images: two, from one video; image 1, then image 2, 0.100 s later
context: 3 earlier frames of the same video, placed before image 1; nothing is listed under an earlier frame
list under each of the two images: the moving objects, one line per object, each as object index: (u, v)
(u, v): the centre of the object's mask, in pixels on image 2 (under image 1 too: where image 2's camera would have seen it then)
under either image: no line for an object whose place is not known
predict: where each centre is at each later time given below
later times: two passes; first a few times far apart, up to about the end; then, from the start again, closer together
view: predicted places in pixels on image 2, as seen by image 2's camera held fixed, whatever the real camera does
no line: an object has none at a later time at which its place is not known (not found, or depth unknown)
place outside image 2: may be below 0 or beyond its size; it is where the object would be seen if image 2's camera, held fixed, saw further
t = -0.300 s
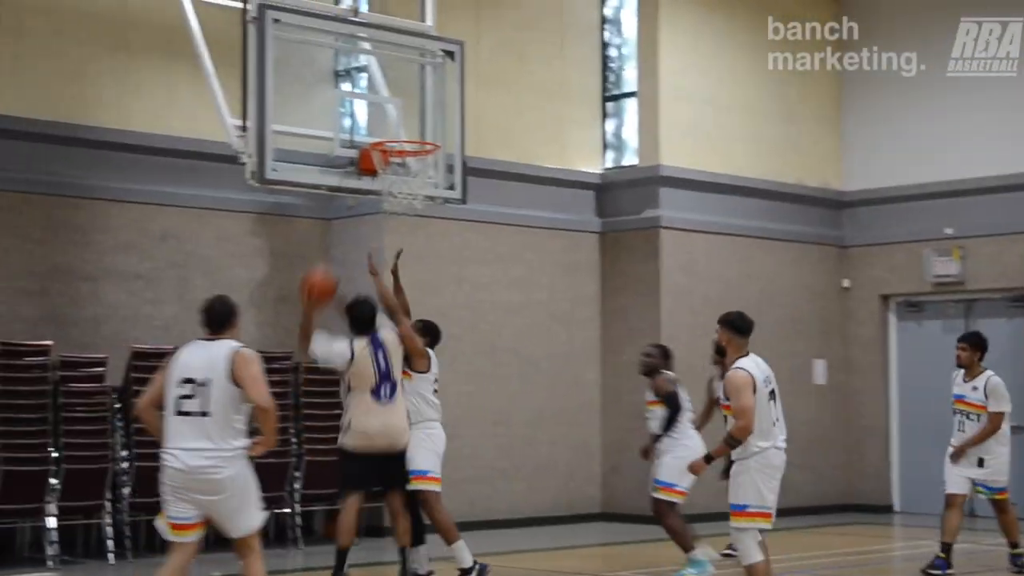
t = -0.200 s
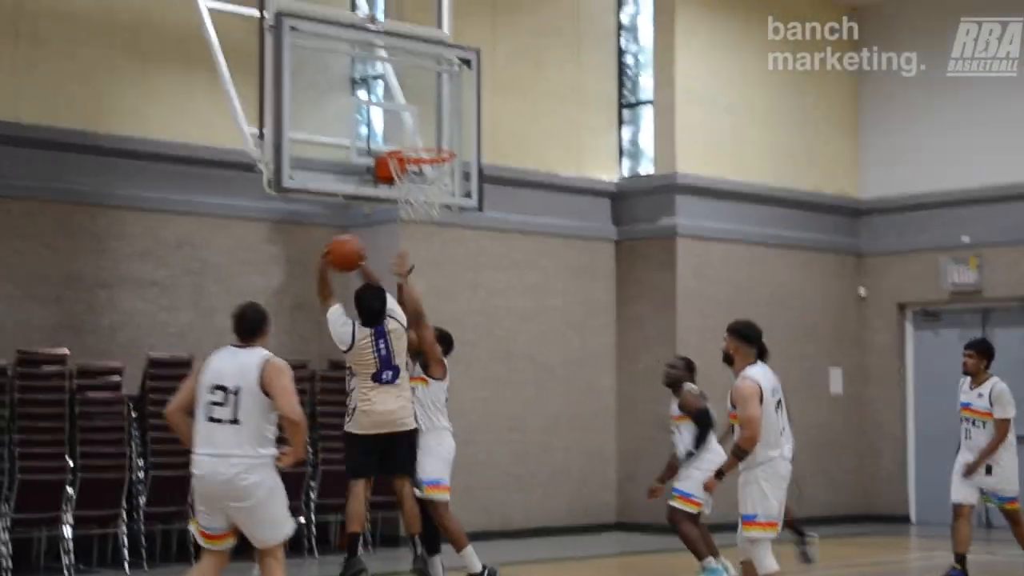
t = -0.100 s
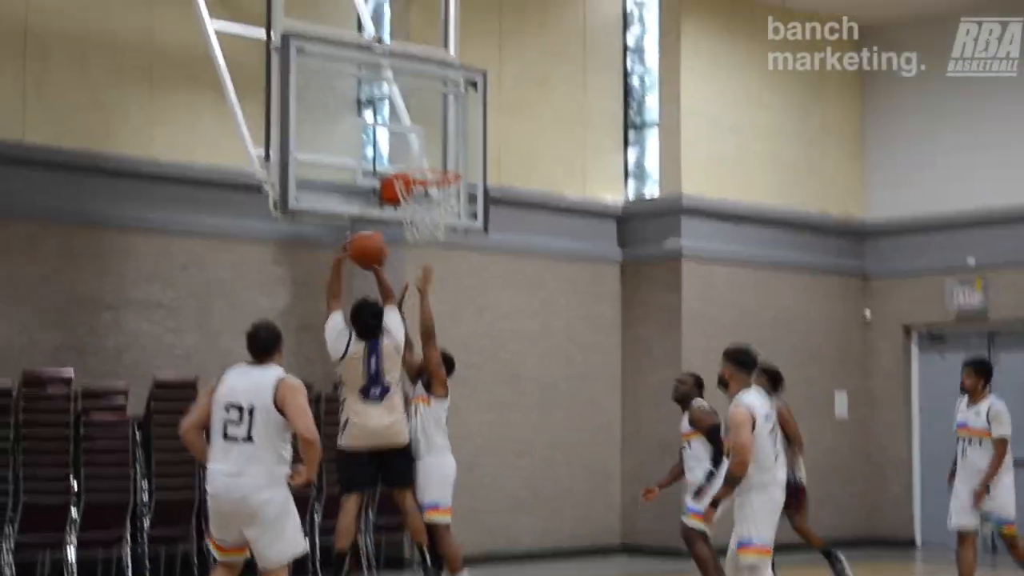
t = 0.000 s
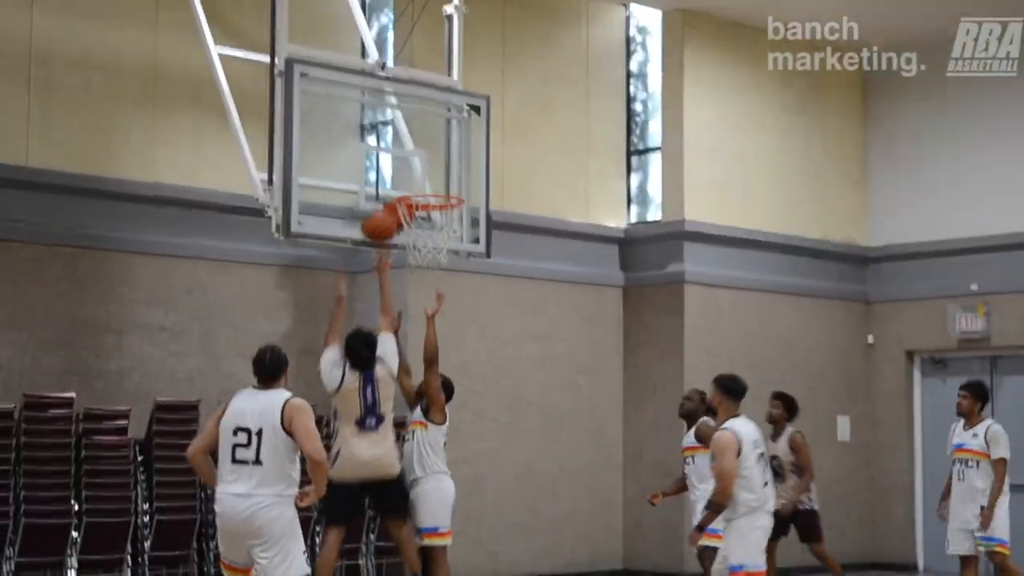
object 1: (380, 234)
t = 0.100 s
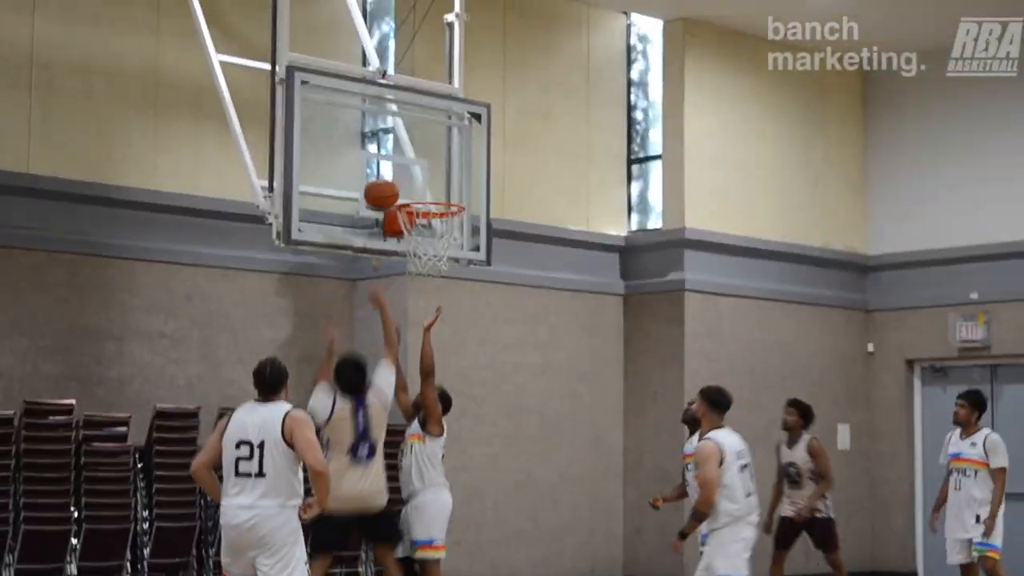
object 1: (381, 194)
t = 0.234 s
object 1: (384, 162)
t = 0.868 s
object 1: (489, 210)
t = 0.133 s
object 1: (382, 183)
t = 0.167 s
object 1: (383, 175)
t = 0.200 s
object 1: (383, 167)
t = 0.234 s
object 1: (384, 162)
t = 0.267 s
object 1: (392, 160)
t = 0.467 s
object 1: (453, 184)
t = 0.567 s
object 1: (467, 181)
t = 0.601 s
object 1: (469, 179)
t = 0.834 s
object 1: (486, 200)
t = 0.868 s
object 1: (489, 210)
